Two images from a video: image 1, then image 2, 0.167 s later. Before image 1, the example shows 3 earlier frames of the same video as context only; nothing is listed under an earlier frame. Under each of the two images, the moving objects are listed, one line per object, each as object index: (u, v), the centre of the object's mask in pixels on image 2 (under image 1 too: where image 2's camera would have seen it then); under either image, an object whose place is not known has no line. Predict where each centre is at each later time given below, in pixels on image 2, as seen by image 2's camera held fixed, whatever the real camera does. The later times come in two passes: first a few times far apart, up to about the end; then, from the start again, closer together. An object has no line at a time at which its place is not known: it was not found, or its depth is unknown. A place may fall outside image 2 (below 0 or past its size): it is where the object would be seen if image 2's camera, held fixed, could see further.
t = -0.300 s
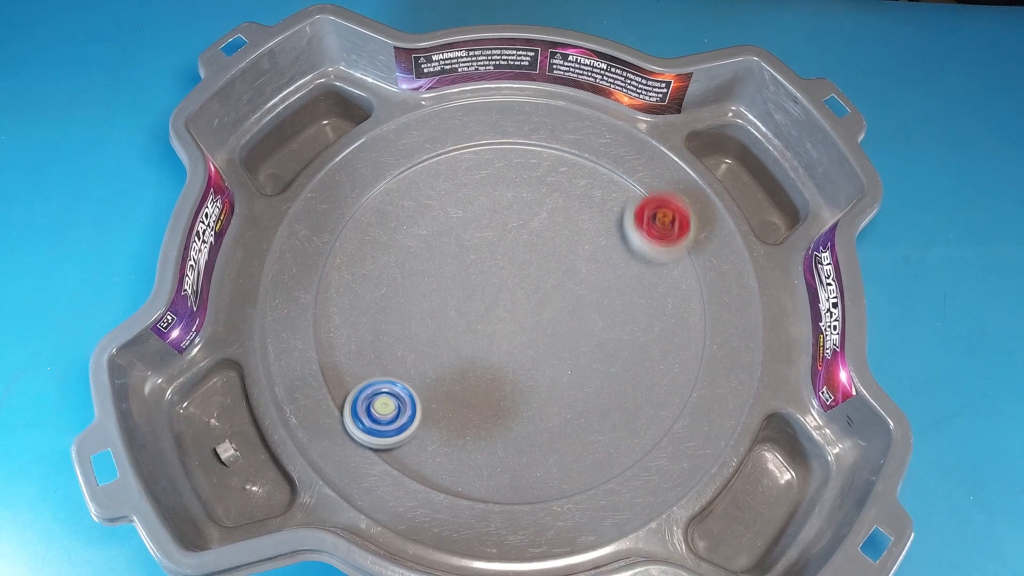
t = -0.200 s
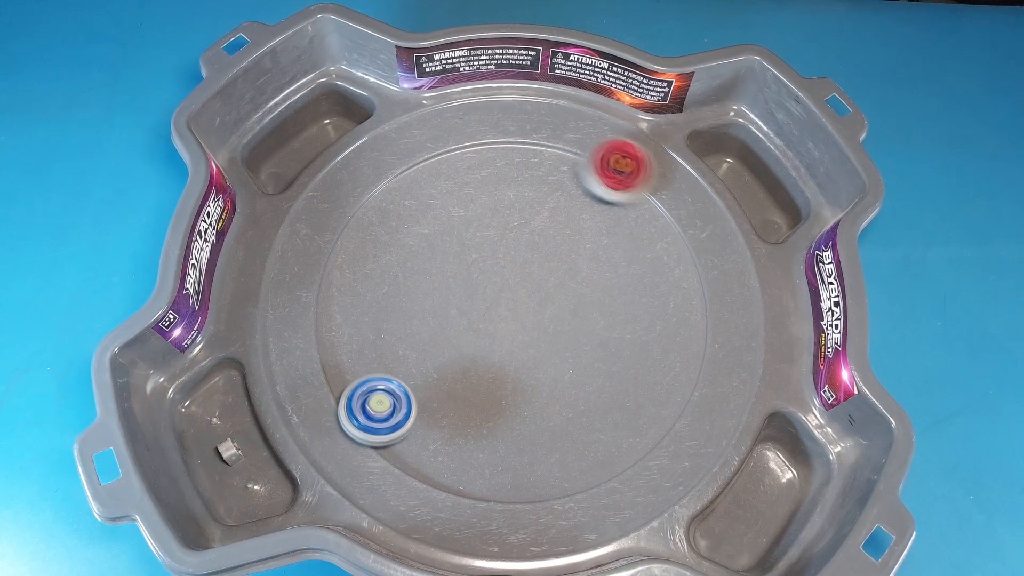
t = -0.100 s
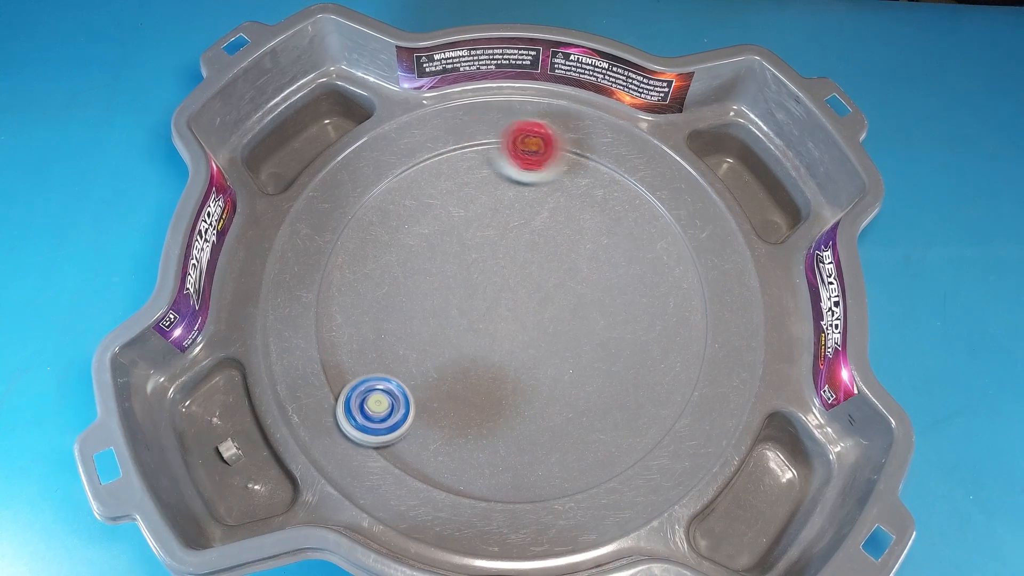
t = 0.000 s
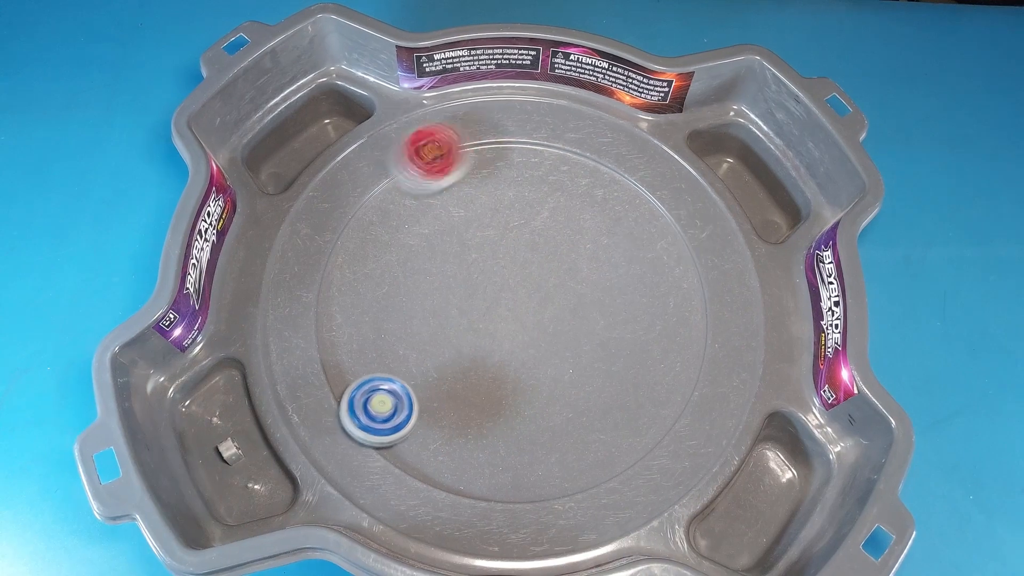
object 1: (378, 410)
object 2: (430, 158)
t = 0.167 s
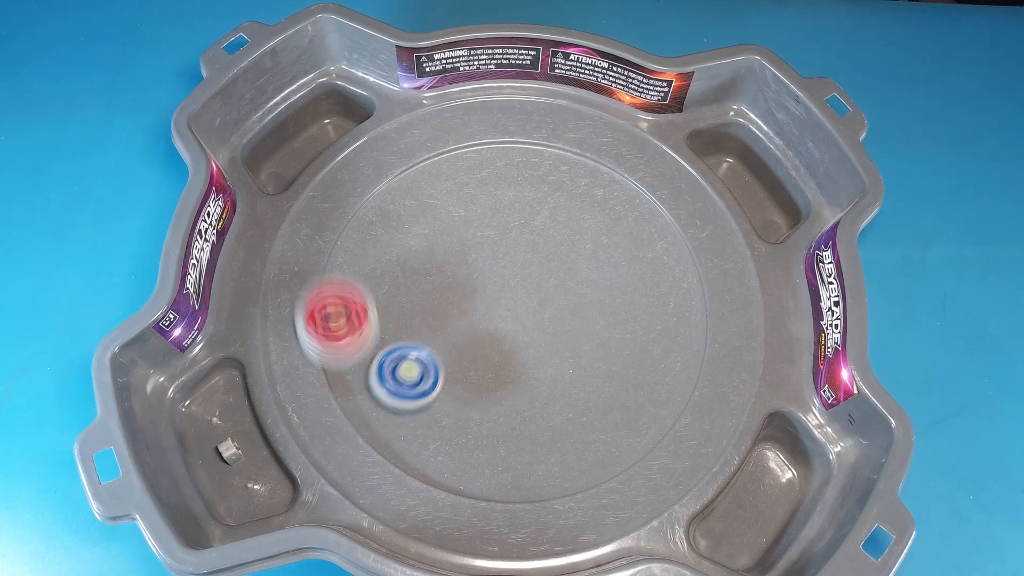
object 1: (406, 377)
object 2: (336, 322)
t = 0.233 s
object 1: (558, 435)
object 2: (322, 318)
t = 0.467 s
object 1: (712, 234)
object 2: (472, 344)
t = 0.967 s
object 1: (406, 397)
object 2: (470, 145)
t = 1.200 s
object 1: (644, 377)
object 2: (381, 355)
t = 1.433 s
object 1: (595, 162)
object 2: (658, 398)
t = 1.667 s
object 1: (350, 215)
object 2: (625, 179)
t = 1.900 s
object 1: (470, 481)
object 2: (380, 257)
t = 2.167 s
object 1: (704, 314)
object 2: (590, 470)
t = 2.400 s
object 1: (540, 140)
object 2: (692, 256)
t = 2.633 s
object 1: (328, 266)
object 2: (475, 183)
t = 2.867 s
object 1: (486, 487)
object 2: (407, 418)
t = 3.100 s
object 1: (703, 338)
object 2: (663, 426)
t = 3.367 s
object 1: (538, 141)
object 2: (594, 197)
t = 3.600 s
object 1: (288, 228)
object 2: (380, 295)
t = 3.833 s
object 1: (226, 420)
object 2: (507, 492)
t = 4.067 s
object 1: (198, 420)
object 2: (668, 332)
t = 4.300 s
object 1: (216, 414)
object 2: (480, 210)
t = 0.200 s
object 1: (470, 406)
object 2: (318, 330)
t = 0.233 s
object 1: (558, 435)
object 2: (322, 318)
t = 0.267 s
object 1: (638, 450)
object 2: (327, 314)
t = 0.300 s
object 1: (671, 412)
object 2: (340, 311)
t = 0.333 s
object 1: (693, 371)
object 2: (357, 312)
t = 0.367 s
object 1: (710, 338)
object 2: (379, 317)
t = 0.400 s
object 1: (720, 305)
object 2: (405, 327)
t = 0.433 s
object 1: (717, 265)
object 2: (436, 337)
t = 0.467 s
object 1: (712, 234)
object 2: (472, 344)
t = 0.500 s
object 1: (699, 201)
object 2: (507, 343)
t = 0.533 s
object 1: (682, 166)
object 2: (541, 338)
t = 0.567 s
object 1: (663, 141)
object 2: (569, 324)
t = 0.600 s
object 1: (634, 138)
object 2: (592, 314)
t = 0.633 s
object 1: (598, 160)
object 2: (611, 296)
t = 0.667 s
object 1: (559, 189)
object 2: (626, 272)
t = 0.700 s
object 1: (524, 219)
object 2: (636, 246)
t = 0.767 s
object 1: (454, 253)
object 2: (633, 196)
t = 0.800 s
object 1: (425, 269)
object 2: (622, 172)
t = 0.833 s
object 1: (400, 289)
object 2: (599, 158)
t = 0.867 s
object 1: (387, 312)
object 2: (572, 151)
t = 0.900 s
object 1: (382, 339)
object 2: (541, 145)
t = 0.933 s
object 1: (388, 368)
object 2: (509, 140)
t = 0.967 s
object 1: (406, 397)
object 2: (470, 145)
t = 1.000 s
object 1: (434, 421)
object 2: (433, 158)
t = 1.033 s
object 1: (469, 439)
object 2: (399, 178)
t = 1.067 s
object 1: (510, 446)
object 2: (375, 207)
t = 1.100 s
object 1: (551, 441)
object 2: (360, 240)
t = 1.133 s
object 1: (587, 427)
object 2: (356, 279)
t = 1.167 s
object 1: (619, 405)
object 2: (362, 316)
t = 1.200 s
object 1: (644, 377)
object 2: (381, 355)
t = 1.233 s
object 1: (661, 345)
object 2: (410, 387)
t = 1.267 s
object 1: (669, 311)
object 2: (448, 414)
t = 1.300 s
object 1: (668, 278)
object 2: (492, 429)
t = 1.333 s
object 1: (660, 243)
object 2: (537, 435)
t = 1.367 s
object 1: (644, 212)
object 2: (582, 431)
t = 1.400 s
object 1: (622, 184)
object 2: (624, 417)
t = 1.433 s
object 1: (595, 162)
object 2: (658, 398)
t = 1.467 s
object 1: (565, 145)
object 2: (688, 371)
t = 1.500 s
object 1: (528, 136)
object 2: (706, 337)
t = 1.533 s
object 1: (487, 138)
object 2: (704, 301)
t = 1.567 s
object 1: (446, 147)
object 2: (698, 265)
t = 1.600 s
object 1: (410, 161)
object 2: (680, 232)
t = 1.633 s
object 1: (376, 186)
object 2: (658, 204)
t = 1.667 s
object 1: (350, 215)
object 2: (625, 179)
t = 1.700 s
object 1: (332, 250)
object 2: (595, 159)
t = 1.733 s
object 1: (323, 330)
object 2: (519, 145)
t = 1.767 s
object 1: (335, 370)
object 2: (480, 152)
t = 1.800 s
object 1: (358, 407)
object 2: (446, 167)
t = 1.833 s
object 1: (388, 439)
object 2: (417, 190)
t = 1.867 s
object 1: (426, 465)
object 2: (394, 221)
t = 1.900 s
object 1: (470, 481)
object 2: (380, 257)
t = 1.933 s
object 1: (516, 487)
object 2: (374, 295)
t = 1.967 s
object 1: (561, 483)
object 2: (380, 335)
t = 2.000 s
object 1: (602, 469)
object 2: (396, 375)
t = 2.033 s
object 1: (640, 449)
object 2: (424, 410)
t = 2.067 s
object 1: (667, 419)
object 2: (460, 438)
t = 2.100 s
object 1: (690, 386)
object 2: (501, 458)
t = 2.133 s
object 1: (702, 350)
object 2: (546, 469)
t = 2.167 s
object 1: (704, 314)
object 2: (590, 470)
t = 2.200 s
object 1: (700, 275)
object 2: (631, 458)
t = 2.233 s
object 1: (688, 243)
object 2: (659, 433)
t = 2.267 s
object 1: (668, 212)
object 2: (679, 399)
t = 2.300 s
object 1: (644, 186)
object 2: (696, 364)
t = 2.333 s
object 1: (612, 164)
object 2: (703, 328)
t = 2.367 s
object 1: (579, 149)
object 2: (701, 292)
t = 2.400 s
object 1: (540, 140)
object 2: (692, 256)
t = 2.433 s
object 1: (504, 138)
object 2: (673, 225)
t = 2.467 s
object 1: (465, 143)
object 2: (649, 199)
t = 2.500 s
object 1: (428, 155)
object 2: (617, 179)
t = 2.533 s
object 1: (395, 174)
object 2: (584, 168)
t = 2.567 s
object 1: (366, 199)
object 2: (547, 165)
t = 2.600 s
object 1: (344, 229)
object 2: (511, 171)
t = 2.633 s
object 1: (328, 266)
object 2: (475, 183)
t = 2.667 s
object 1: (321, 305)
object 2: (441, 205)
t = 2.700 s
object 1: (324, 346)
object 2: (416, 233)
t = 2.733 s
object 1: (337, 385)
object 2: (395, 267)
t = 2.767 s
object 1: (363, 423)
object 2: (383, 305)
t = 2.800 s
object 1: (398, 454)
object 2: (381, 343)
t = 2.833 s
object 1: (440, 475)
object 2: (389, 382)
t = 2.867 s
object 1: (486, 487)
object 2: (407, 418)
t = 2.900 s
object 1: (533, 489)
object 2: (434, 451)
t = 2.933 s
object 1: (576, 480)
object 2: (468, 477)
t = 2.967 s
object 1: (618, 463)
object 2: (509, 492)
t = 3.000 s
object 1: (649, 438)
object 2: (554, 488)
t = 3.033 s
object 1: (675, 408)
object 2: (597, 474)
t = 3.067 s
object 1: (694, 374)
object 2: (634, 453)
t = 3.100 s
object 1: (703, 338)
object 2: (663, 426)
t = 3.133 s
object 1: (705, 303)
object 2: (685, 394)
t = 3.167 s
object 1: (698, 268)
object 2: (697, 359)
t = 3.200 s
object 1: (685, 236)
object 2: (700, 323)
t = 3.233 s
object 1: (665, 207)
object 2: (694, 288)
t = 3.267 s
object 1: (640, 183)
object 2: (679, 258)
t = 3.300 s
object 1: (608, 163)
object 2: (656, 232)
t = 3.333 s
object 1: (576, 149)
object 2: (627, 212)
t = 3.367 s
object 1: (538, 141)
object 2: (594, 197)
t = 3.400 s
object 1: (502, 140)
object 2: (558, 188)
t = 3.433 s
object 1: (465, 146)
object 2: (522, 188)
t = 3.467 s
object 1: (430, 156)
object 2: (485, 195)
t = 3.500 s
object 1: (394, 173)
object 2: (451, 209)
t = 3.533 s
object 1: (356, 187)
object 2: (424, 236)
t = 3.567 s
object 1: (319, 205)
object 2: (399, 263)
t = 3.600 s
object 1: (288, 228)
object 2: (380, 295)
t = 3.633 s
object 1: (265, 258)
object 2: (368, 330)
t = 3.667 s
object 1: (253, 295)
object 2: (365, 369)
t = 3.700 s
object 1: (241, 327)
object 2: (369, 406)
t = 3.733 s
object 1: (229, 357)
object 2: (384, 444)
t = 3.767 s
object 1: (222, 390)
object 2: (419, 465)
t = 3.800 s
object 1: (199, 421)
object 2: (461, 482)
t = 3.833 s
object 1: (226, 420)
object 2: (507, 492)
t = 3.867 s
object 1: (240, 408)
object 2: (551, 488)
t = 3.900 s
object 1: (226, 410)
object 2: (589, 473)
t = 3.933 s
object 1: (213, 416)
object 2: (622, 454)
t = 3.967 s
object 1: (196, 418)
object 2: (648, 429)
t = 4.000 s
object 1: (203, 414)
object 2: (665, 397)
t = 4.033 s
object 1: (214, 417)
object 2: (671, 366)
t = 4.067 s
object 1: (198, 420)
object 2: (668, 332)
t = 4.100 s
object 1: (199, 417)
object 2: (656, 300)
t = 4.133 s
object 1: (207, 417)
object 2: (638, 271)
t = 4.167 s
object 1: (209, 421)
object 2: (612, 248)
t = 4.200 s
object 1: (199, 425)
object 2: (581, 229)
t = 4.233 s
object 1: (203, 428)
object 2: (548, 217)
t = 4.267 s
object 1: (217, 423)
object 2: (516, 210)
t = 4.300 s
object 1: (216, 414)
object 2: (480, 210)
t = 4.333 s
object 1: (200, 412)
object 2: (444, 217)
